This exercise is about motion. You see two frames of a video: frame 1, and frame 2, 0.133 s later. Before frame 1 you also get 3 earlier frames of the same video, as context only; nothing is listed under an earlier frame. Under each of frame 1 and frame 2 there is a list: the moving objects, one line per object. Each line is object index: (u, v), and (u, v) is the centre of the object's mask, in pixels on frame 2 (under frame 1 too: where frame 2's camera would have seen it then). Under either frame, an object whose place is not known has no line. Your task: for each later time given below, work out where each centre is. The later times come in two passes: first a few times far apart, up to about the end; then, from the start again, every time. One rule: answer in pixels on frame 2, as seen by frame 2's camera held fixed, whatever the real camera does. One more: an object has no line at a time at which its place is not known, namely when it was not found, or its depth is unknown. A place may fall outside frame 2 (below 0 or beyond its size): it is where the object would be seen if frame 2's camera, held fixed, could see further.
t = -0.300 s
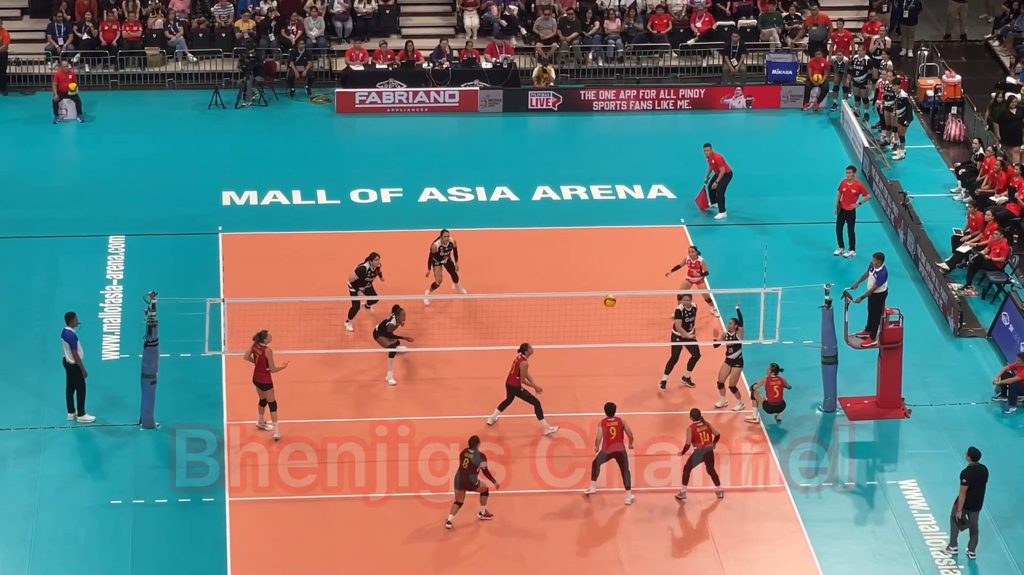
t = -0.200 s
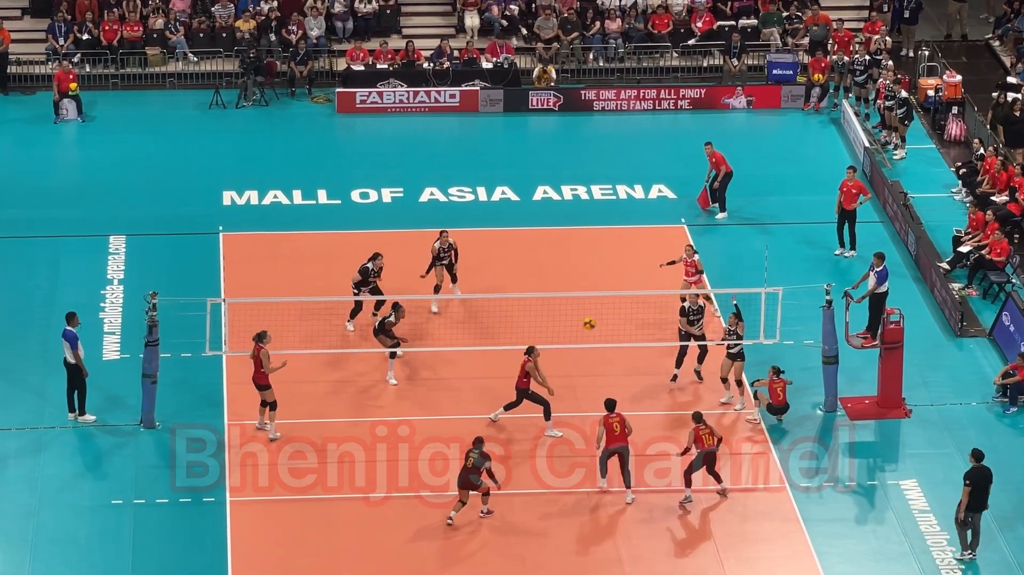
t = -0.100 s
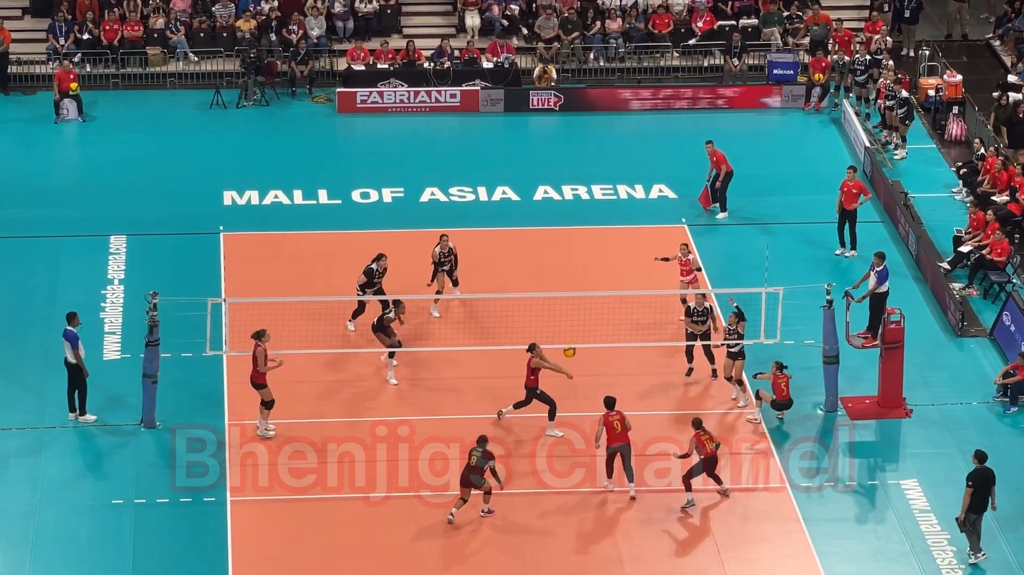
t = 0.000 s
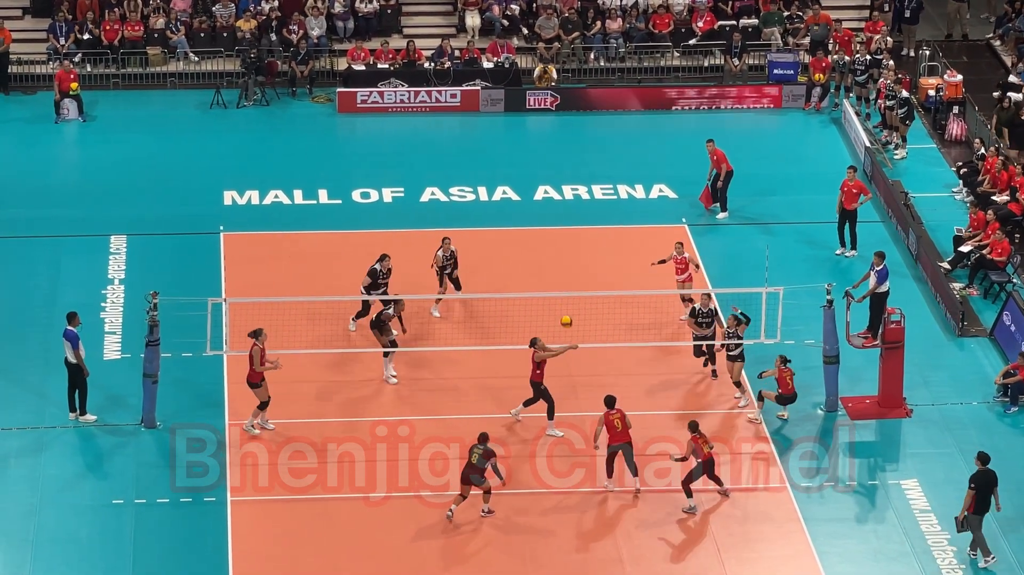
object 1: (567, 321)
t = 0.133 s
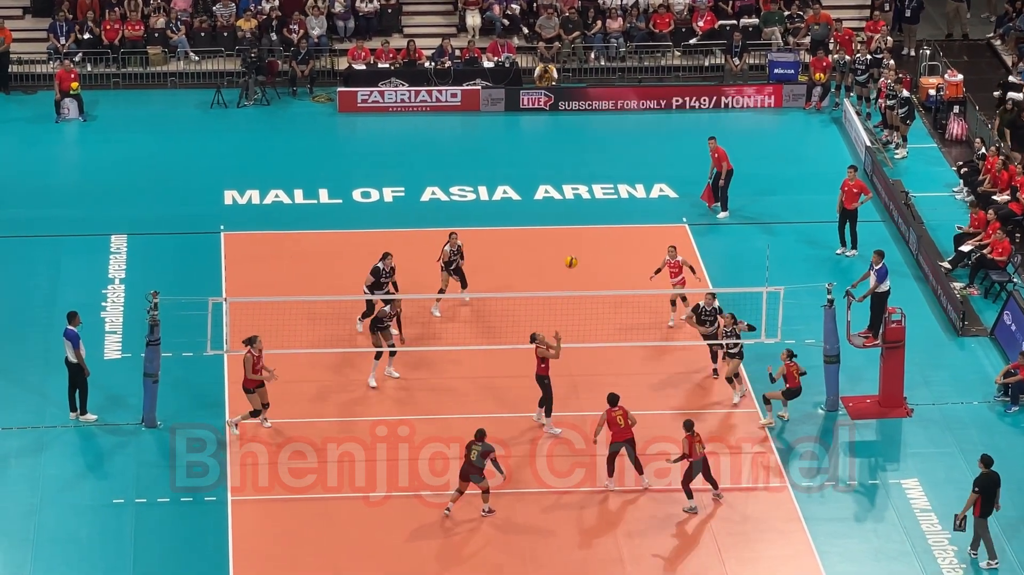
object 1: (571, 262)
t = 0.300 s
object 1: (575, 201)
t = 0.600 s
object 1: (583, 132)
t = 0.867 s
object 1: (588, 114)
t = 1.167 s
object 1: (593, 143)
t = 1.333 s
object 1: (597, 180)
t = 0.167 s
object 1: (573, 248)
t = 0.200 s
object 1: (573, 236)
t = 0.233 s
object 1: (574, 223)
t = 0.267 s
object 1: (574, 212)
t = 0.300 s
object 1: (575, 201)
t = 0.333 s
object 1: (576, 191)
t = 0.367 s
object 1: (577, 181)
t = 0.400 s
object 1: (578, 172)
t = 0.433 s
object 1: (579, 164)
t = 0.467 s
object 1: (580, 156)
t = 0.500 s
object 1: (580, 149)
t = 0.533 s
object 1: (581, 143)
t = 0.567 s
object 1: (582, 137)
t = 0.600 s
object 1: (583, 132)
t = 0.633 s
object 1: (583, 128)
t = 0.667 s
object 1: (584, 124)
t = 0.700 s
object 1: (585, 121)
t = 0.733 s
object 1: (585, 118)
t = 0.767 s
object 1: (586, 116)
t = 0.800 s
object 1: (587, 115)
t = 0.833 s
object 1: (588, 115)
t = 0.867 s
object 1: (588, 114)
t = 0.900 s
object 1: (589, 115)
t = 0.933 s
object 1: (590, 116)
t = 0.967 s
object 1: (590, 118)
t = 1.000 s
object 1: (591, 121)
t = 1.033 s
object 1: (591, 124)
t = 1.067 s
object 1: (592, 128)
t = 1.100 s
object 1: (592, 132)
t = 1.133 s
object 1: (593, 137)
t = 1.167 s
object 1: (593, 143)
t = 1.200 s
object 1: (594, 149)
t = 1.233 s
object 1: (595, 156)
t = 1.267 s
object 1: (595, 164)
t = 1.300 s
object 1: (596, 172)
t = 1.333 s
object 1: (597, 180)
